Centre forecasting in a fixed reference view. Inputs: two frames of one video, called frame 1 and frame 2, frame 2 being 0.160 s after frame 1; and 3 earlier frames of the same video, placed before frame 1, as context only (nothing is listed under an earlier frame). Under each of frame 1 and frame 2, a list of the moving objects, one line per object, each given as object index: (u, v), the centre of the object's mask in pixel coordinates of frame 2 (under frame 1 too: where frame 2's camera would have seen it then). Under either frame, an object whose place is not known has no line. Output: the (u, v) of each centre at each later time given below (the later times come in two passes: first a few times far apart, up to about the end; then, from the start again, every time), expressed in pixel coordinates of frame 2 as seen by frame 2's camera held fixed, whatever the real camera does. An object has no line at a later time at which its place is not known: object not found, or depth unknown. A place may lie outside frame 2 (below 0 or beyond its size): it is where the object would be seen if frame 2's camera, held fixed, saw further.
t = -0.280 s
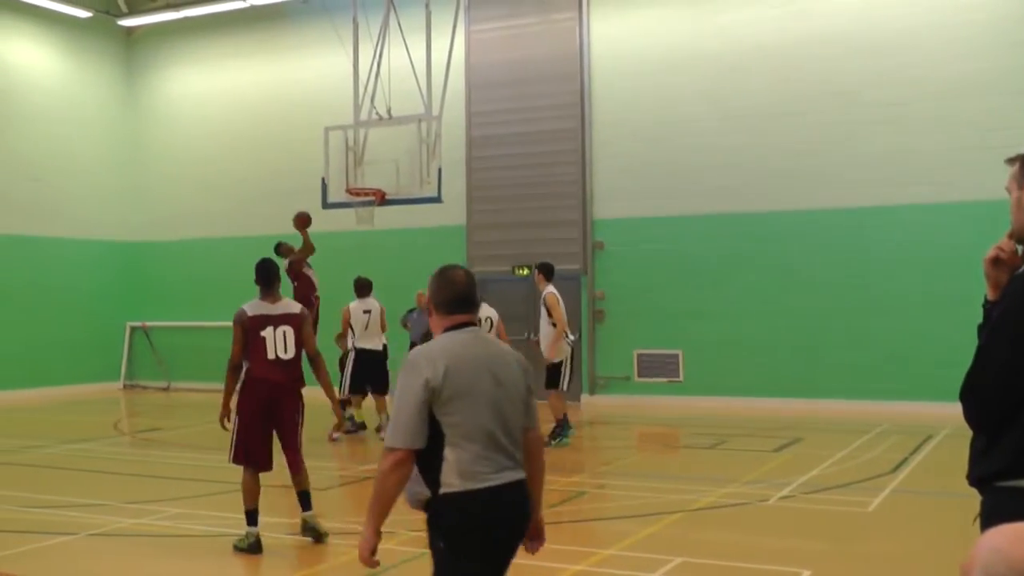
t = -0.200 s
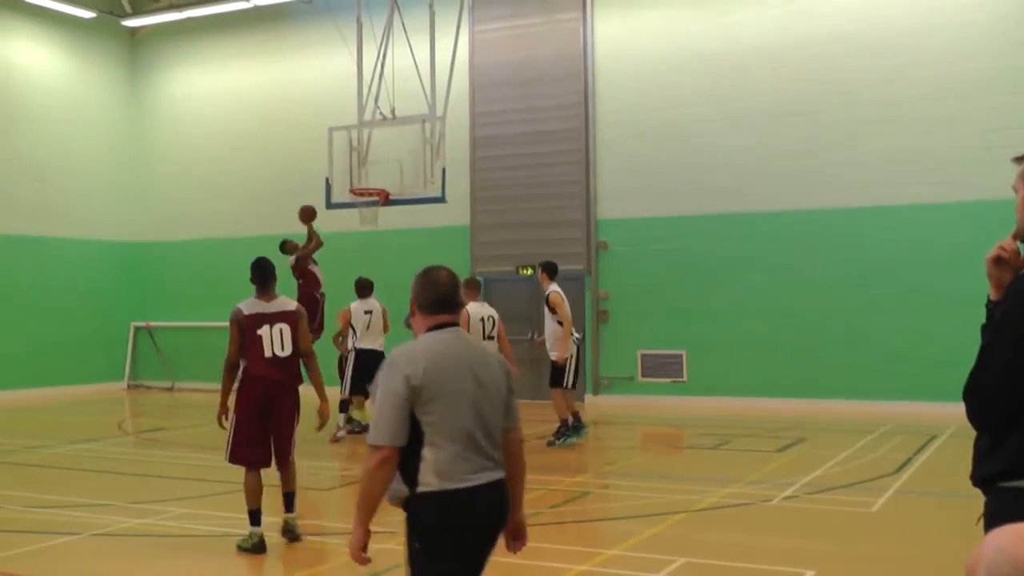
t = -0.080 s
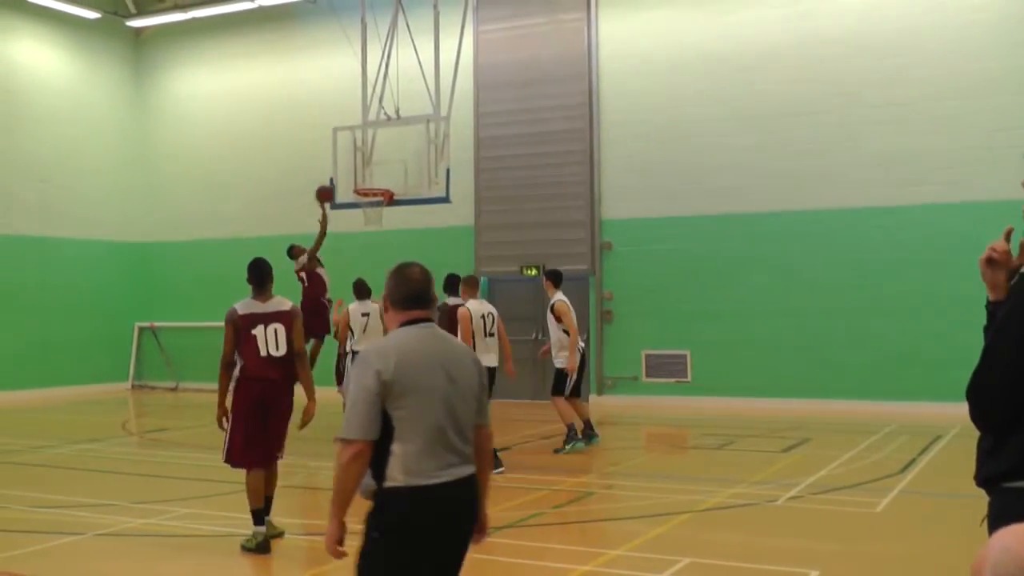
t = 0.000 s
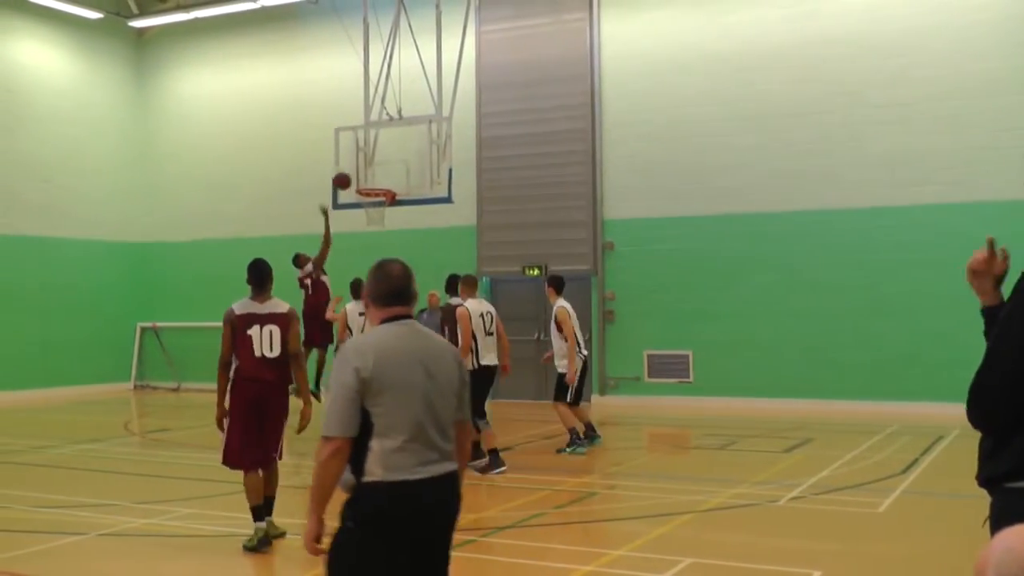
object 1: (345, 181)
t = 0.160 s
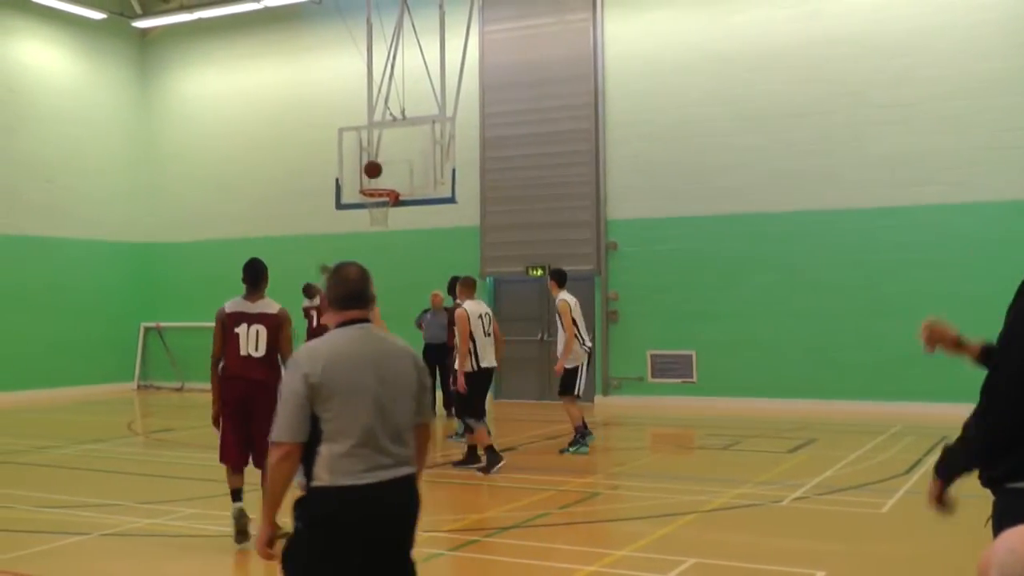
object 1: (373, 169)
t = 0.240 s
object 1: (375, 171)
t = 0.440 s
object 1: (378, 195)
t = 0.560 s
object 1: (371, 217)
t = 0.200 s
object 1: (374, 169)
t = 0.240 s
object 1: (375, 171)
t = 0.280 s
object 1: (376, 173)
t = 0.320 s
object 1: (377, 177)
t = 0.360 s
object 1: (378, 182)
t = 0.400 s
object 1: (380, 188)
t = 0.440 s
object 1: (378, 195)
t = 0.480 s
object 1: (376, 203)
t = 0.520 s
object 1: (373, 211)
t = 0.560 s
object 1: (371, 217)
